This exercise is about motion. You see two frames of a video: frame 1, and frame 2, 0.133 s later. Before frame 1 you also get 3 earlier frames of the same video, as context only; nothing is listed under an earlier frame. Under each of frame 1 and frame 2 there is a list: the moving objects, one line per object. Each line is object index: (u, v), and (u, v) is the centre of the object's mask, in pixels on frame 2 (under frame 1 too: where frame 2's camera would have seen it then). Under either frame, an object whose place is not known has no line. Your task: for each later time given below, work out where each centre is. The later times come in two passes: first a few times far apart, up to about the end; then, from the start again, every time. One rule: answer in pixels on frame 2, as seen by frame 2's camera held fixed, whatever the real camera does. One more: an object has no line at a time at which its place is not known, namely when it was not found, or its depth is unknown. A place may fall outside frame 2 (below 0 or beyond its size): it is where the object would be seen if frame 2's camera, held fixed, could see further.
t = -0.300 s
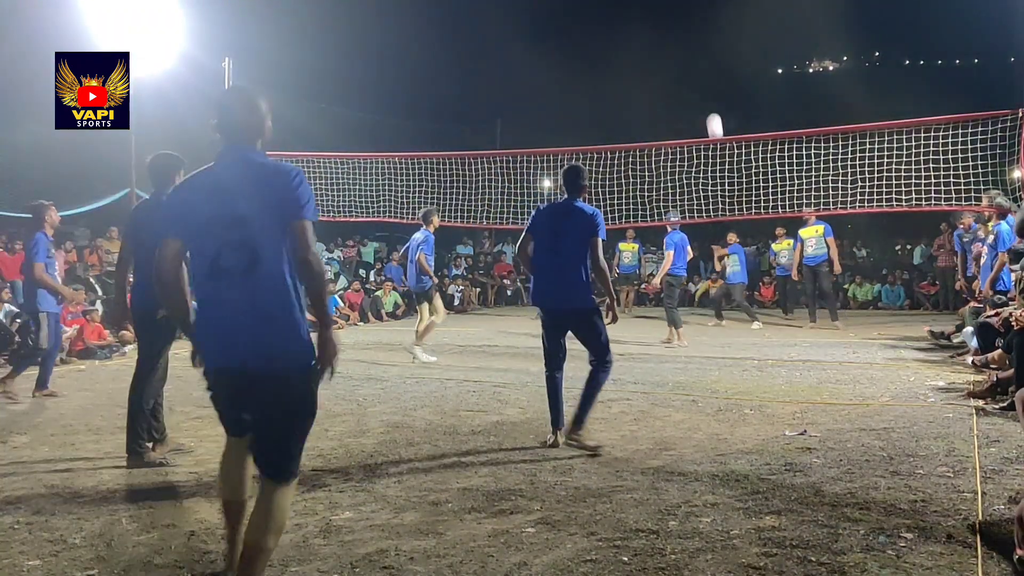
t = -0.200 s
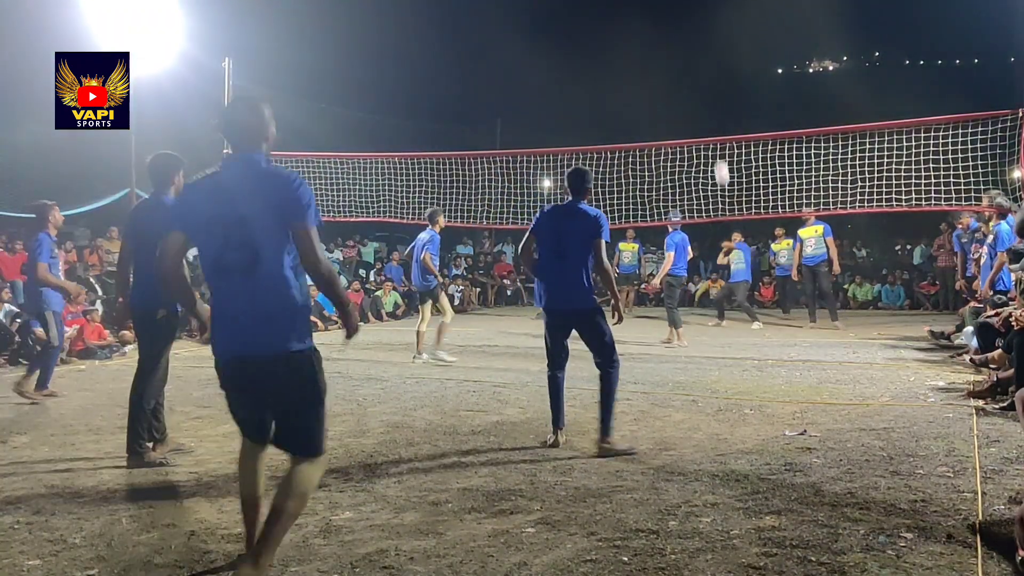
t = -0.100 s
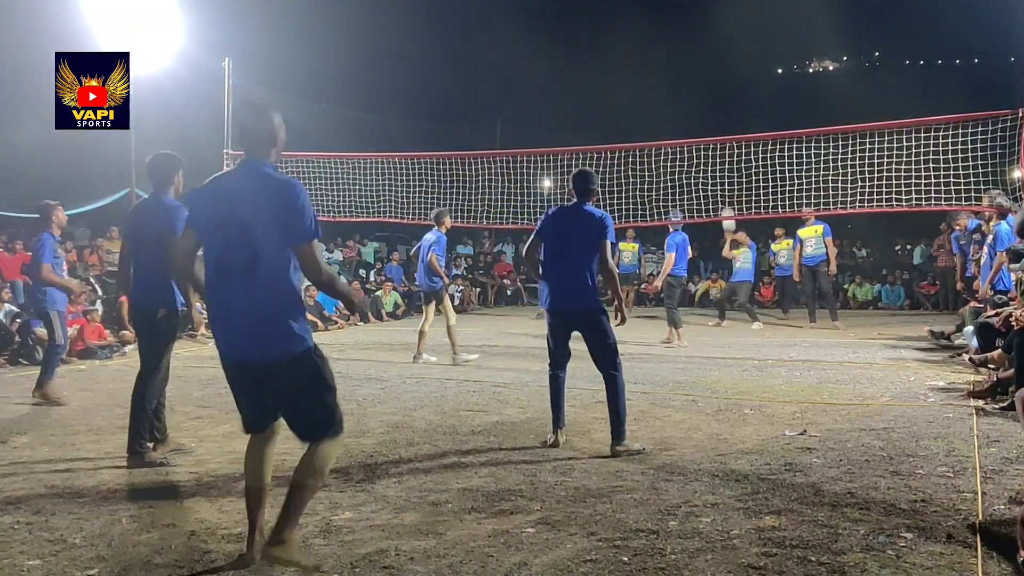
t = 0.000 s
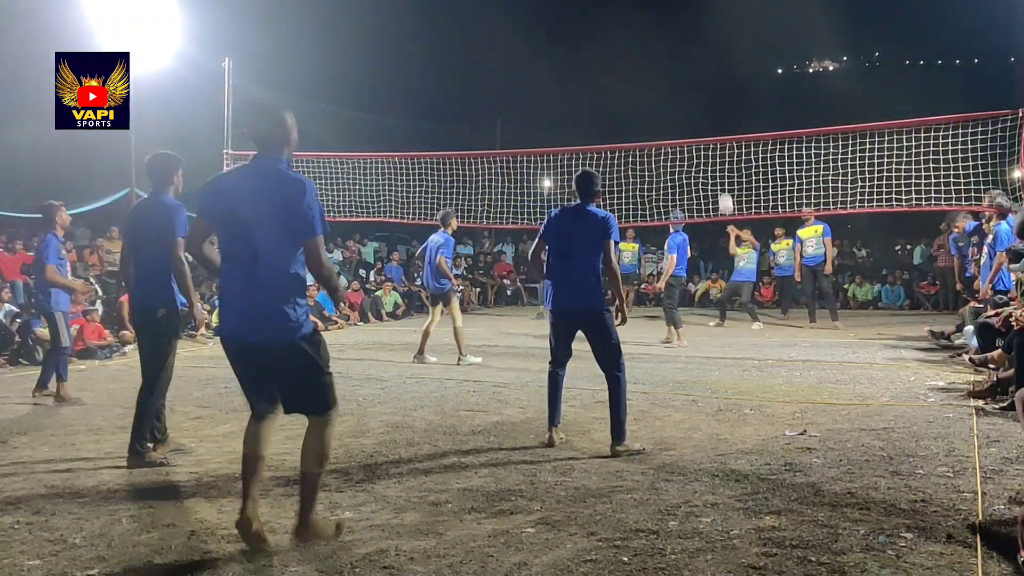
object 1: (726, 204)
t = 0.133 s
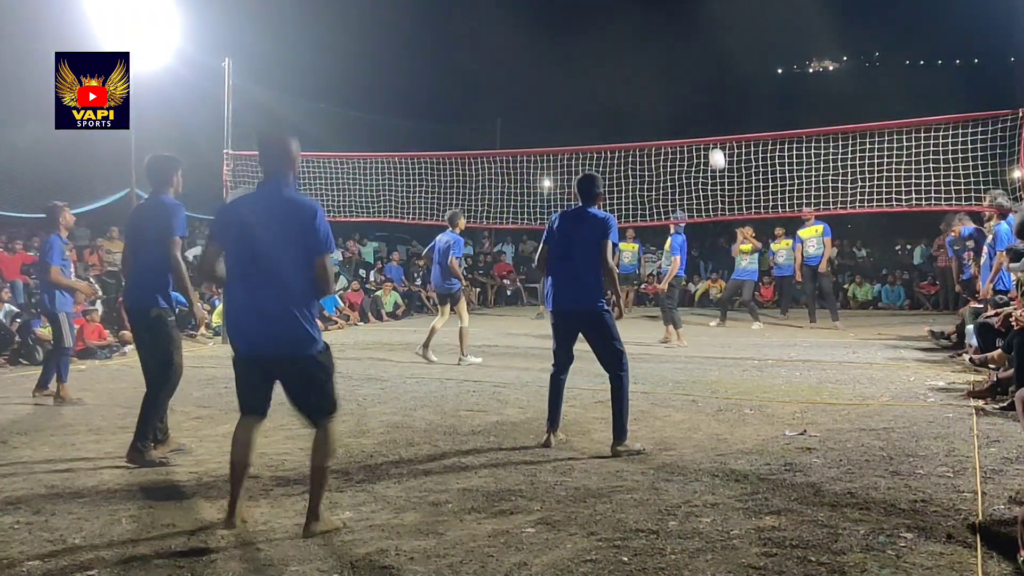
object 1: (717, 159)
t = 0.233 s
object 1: (709, 128)
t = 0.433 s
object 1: (691, 83)
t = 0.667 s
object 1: (662, 62)
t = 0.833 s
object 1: (636, 83)
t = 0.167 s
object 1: (715, 151)
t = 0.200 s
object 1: (712, 138)
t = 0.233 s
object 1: (709, 128)
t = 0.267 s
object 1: (707, 120)
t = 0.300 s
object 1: (704, 112)
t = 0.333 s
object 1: (701, 103)
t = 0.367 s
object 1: (698, 96)
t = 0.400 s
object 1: (694, 89)
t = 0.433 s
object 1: (691, 83)
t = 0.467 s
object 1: (687, 77)
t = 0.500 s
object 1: (684, 72)
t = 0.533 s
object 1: (680, 68)
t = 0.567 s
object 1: (675, 65)
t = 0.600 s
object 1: (671, 63)
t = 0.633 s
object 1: (667, 62)
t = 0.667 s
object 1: (662, 62)
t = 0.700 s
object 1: (657, 64)
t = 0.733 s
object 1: (652, 66)
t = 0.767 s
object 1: (647, 71)
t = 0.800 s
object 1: (642, 76)
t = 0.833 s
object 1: (636, 83)
